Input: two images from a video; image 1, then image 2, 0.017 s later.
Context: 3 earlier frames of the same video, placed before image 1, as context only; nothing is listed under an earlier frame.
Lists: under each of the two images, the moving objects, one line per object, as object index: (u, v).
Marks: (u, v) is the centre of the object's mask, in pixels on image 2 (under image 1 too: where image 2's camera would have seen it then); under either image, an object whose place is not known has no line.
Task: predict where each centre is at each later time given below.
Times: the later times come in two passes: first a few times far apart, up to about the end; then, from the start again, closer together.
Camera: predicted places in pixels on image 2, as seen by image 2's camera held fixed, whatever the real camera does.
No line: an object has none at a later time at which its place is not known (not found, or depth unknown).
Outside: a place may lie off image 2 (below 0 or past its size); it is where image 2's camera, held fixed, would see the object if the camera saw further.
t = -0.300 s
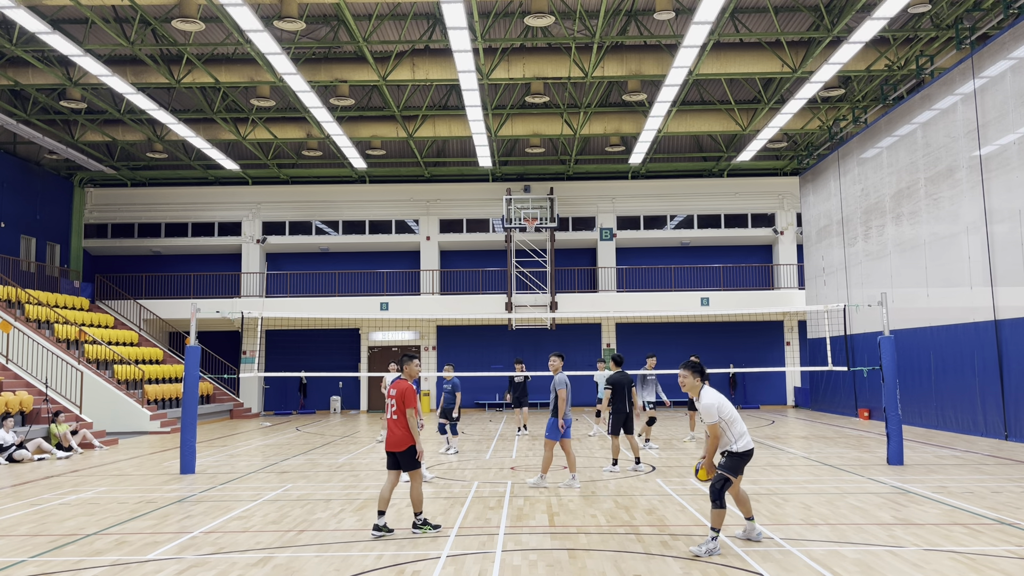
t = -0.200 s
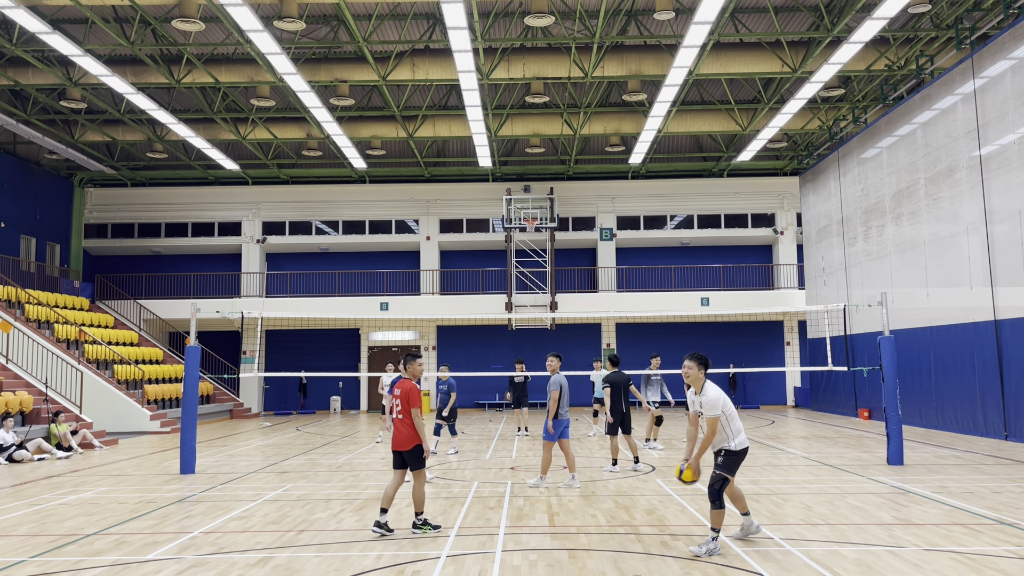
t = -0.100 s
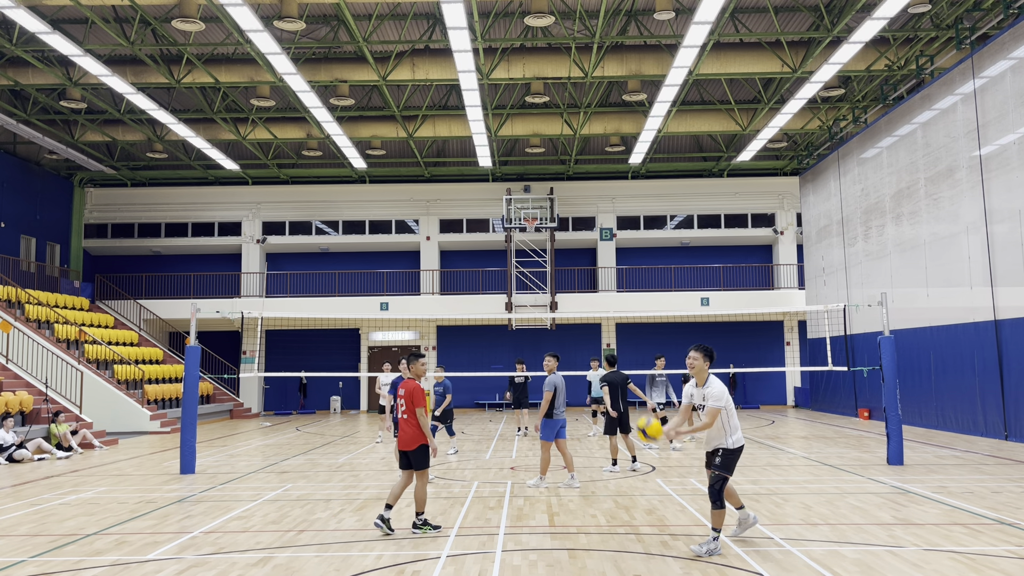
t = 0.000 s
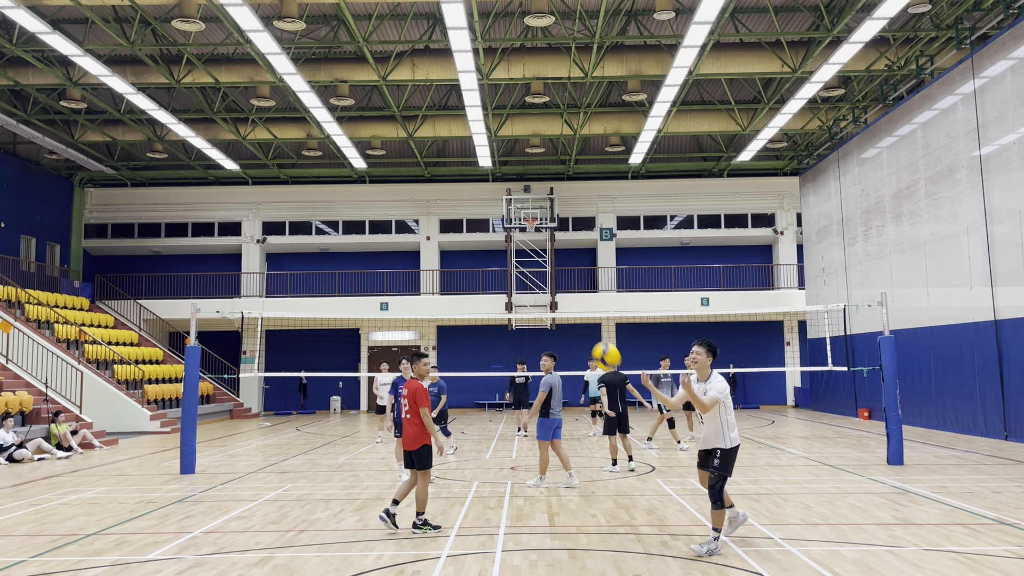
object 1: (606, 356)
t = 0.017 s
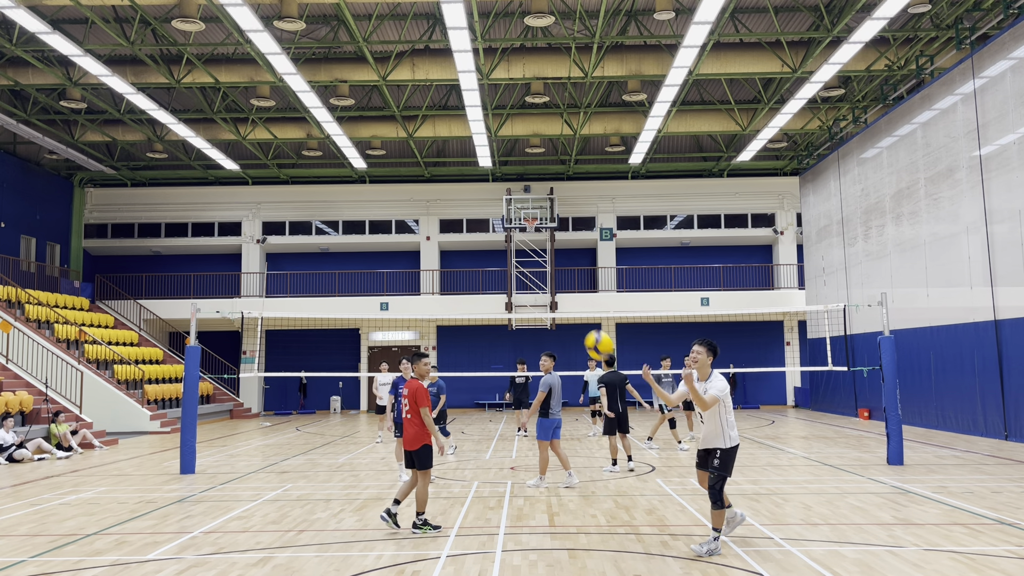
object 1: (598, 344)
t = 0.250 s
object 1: (485, 210)
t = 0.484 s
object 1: (344, 130)
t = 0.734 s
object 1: (140, 131)
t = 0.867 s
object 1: (13, 184)
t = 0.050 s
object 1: (584, 324)
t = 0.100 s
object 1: (560, 290)
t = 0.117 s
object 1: (553, 280)
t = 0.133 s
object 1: (545, 271)
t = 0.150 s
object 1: (536, 261)
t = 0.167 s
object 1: (528, 252)
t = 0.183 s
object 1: (520, 243)
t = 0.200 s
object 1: (511, 234)
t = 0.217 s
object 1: (502, 226)
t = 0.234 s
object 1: (494, 217)
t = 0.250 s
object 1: (485, 210)
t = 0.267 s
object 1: (475, 202)
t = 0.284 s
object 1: (466, 194)
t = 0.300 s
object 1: (456, 187)
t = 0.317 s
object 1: (447, 180)
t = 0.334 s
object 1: (437, 174)
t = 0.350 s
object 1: (428, 168)
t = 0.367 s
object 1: (418, 163)
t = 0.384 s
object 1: (408, 157)
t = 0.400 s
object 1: (398, 152)
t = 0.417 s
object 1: (387, 147)
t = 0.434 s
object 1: (376, 142)
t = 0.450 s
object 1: (366, 137)
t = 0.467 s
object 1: (355, 133)
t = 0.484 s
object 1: (344, 130)
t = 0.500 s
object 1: (332, 127)
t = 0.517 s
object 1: (318, 124)
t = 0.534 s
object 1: (306, 122)
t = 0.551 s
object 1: (294, 120)
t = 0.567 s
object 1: (282, 118)
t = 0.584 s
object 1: (269, 117)
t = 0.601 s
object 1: (256, 116)
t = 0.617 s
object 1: (243, 116)
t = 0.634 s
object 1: (229, 116)
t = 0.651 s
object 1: (215, 117)
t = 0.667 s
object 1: (202, 117)
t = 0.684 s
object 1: (188, 120)
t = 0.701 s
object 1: (171, 123)
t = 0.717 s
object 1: (155, 127)
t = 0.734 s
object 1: (140, 131)
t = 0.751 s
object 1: (125, 135)
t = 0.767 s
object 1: (108, 140)
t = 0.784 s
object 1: (91, 145)
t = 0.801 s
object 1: (74, 152)
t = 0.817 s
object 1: (56, 159)
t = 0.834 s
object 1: (37, 167)
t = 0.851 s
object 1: (23, 175)
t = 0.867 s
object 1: (13, 184)
